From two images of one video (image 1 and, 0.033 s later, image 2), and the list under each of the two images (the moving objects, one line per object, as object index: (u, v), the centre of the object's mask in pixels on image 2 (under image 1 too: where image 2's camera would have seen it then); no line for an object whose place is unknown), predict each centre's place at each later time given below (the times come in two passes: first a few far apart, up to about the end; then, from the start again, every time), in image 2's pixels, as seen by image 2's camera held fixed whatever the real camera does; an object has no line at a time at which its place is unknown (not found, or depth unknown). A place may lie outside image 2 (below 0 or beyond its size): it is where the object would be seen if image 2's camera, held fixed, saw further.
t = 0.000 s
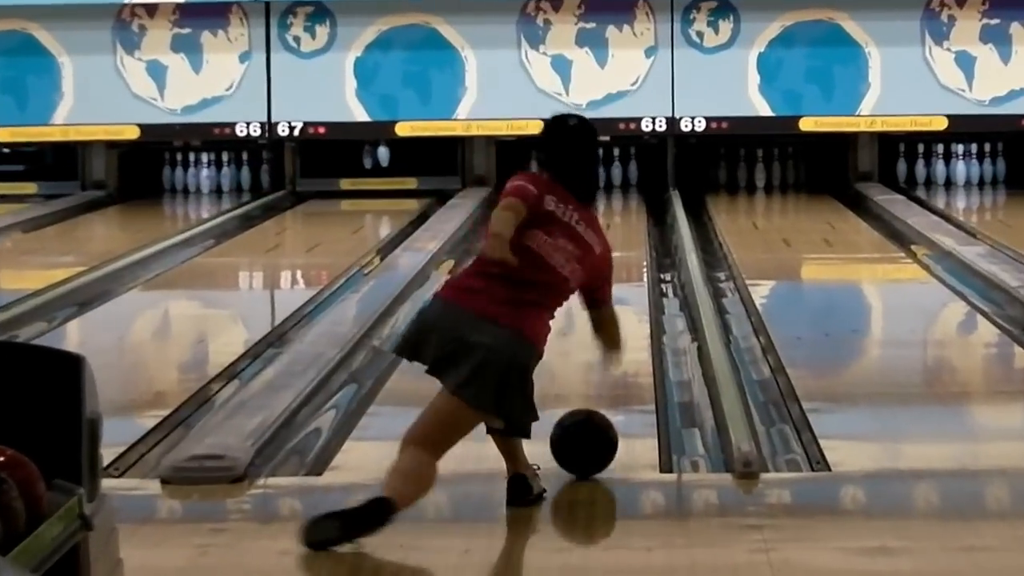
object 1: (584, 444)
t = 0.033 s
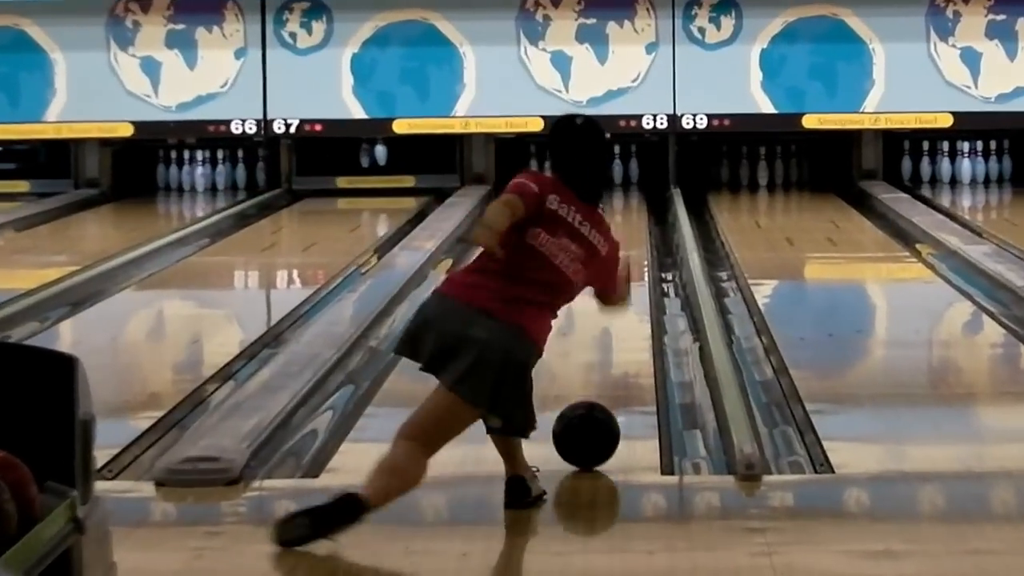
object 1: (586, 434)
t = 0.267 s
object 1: (597, 379)
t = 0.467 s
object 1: (603, 343)
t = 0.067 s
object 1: (587, 425)
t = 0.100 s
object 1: (589, 417)
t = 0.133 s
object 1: (591, 409)
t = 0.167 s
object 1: (592, 401)
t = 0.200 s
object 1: (594, 393)
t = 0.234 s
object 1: (595, 386)
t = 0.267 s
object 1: (597, 379)
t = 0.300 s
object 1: (598, 373)
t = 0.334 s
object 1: (599, 366)
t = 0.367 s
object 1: (600, 360)
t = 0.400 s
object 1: (601, 354)
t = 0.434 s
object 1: (602, 348)
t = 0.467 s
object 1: (603, 343)
